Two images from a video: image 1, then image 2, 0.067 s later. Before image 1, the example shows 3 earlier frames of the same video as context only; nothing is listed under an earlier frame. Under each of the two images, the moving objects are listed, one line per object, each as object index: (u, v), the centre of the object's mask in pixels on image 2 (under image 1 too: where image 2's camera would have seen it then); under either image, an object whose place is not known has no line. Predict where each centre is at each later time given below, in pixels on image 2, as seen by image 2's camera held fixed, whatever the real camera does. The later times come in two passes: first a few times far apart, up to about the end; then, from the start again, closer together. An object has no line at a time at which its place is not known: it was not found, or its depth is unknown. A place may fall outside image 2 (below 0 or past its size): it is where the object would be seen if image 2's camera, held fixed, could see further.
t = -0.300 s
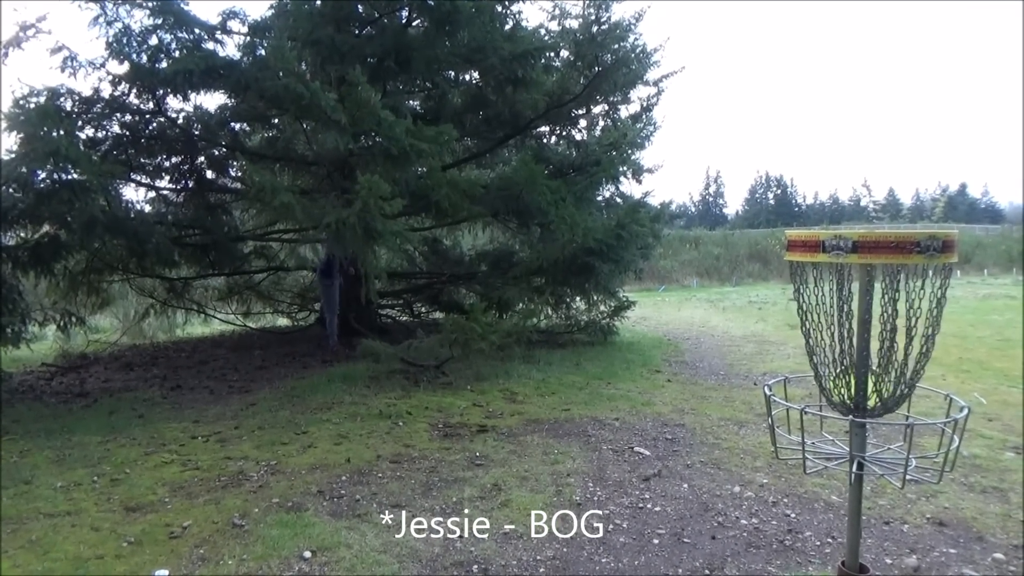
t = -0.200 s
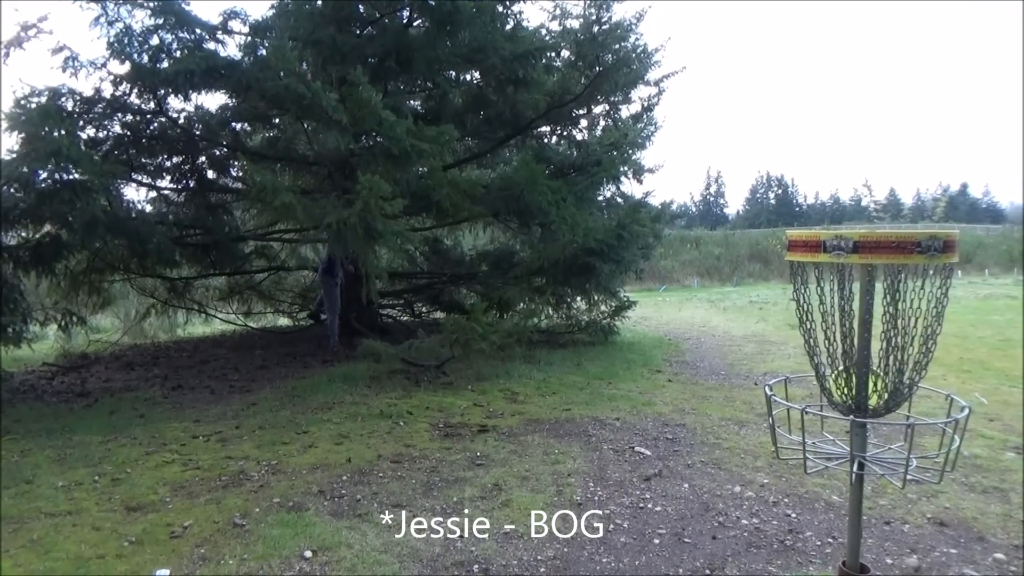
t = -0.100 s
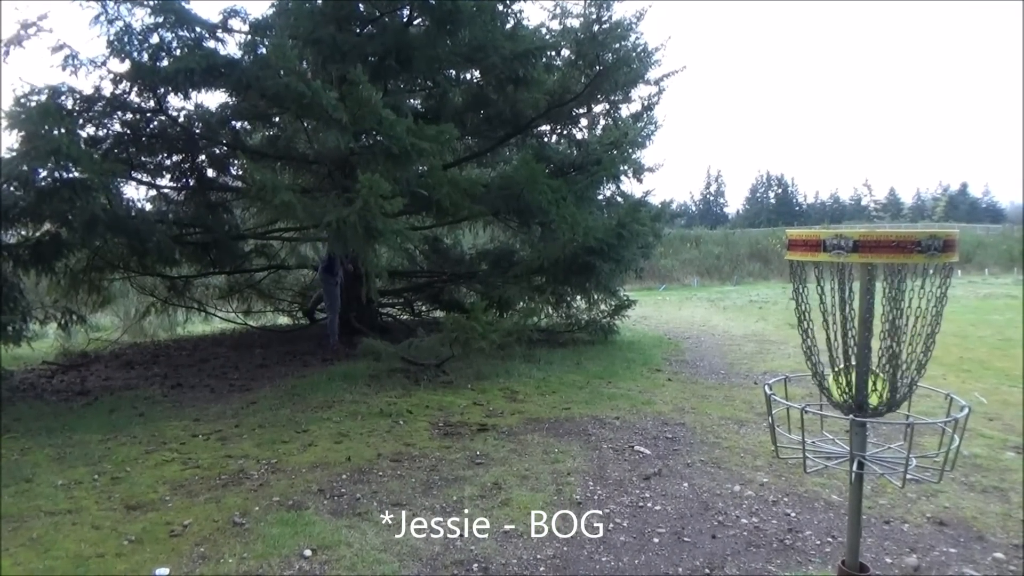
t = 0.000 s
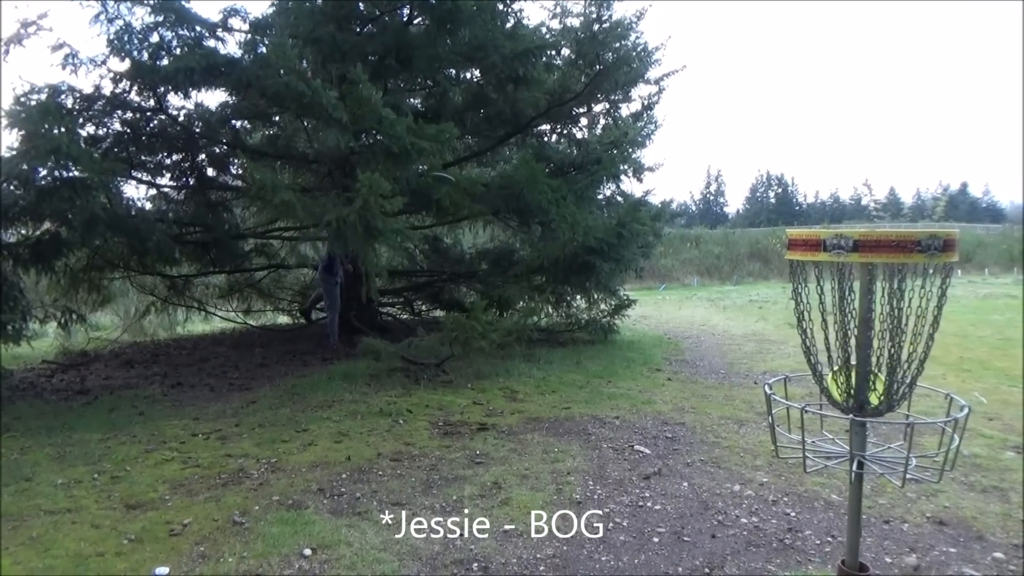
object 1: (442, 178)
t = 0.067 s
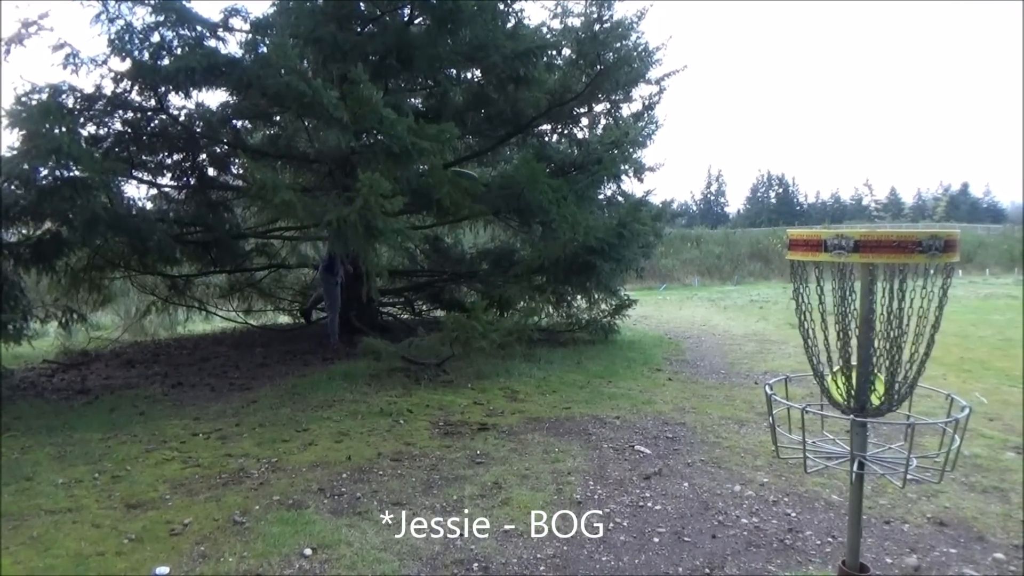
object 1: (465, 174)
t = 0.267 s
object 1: (559, 184)
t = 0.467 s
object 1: (749, 251)
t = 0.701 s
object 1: (827, 372)
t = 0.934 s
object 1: (821, 413)
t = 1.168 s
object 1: (823, 440)
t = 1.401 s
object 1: (822, 440)
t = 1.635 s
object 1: (821, 440)
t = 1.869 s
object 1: (822, 441)
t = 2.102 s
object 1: (822, 441)
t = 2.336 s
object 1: (822, 441)
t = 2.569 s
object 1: (821, 441)
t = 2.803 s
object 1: (822, 441)
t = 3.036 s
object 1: (822, 441)
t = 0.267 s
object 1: (559, 184)
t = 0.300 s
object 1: (582, 192)
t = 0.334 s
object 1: (608, 199)
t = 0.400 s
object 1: (670, 220)
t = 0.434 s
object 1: (707, 234)
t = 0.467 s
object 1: (749, 251)
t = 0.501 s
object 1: (773, 270)
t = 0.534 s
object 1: (787, 288)
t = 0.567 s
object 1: (797, 310)
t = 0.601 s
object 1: (806, 327)
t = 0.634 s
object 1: (815, 344)
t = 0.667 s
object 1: (821, 359)
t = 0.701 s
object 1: (827, 372)
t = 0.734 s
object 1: (832, 381)
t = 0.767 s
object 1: (831, 385)
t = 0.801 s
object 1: (829, 391)
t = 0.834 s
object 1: (826, 400)
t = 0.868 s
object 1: (825, 409)
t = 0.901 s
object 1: (824, 419)
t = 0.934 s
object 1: (821, 413)
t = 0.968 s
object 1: (818, 412)
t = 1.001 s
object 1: (815, 412)
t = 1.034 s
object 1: (817, 414)
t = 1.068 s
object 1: (820, 419)
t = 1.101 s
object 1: (821, 425)
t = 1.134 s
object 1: (823, 433)
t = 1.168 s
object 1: (823, 440)
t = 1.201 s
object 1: (823, 439)
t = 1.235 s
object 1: (822, 438)
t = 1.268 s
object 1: (822, 439)
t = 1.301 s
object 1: (822, 440)
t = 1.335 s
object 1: (822, 441)
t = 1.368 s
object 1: (822, 441)
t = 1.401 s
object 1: (822, 440)
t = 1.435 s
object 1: (822, 440)
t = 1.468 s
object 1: (822, 440)
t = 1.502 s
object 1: (822, 440)
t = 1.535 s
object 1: (822, 441)
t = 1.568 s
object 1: (821, 441)
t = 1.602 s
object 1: (822, 441)
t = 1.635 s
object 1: (821, 440)
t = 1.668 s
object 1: (822, 441)
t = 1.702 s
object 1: (822, 441)
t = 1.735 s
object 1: (822, 441)
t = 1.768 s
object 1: (822, 441)
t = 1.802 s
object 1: (822, 441)
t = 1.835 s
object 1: (822, 441)
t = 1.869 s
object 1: (822, 441)
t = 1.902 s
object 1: (822, 441)
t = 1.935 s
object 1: (822, 441)
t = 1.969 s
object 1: (822, 441)
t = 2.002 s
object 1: (822, 441)
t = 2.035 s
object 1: (822, 441)
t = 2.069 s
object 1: (822, 441)
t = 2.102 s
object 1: (822, 441)
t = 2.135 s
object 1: (822, 441)
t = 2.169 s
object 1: (822, 441)
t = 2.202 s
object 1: (822, 441)
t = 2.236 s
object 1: (822, 441)
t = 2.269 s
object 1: (821, 441)
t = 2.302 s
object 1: (822, 441)
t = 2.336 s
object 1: (822, 441)
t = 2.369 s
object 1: (822, 441)
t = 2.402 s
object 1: (821, 441)
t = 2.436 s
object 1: (821, 441)
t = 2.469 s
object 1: (821, 441)
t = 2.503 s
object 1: (821, 441)
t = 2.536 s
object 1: (822, 441)
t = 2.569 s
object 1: (821, 441)
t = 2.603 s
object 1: (822, 441)
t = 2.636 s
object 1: (822, 441)
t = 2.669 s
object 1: (822, 441)
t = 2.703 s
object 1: (822, 441)
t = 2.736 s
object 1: (822, 441)
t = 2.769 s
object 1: (822, 441)
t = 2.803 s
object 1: (822, 441)
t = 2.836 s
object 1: (822, 441)
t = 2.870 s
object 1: (822, 441)
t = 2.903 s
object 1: (822, 441)
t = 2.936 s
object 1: (822, 441)
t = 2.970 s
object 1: (822, 441)
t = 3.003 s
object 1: (822, 441)
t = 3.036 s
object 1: (822, 441)
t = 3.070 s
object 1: (822, 441)
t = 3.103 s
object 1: (822, 441)
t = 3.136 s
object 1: (821, 441)
